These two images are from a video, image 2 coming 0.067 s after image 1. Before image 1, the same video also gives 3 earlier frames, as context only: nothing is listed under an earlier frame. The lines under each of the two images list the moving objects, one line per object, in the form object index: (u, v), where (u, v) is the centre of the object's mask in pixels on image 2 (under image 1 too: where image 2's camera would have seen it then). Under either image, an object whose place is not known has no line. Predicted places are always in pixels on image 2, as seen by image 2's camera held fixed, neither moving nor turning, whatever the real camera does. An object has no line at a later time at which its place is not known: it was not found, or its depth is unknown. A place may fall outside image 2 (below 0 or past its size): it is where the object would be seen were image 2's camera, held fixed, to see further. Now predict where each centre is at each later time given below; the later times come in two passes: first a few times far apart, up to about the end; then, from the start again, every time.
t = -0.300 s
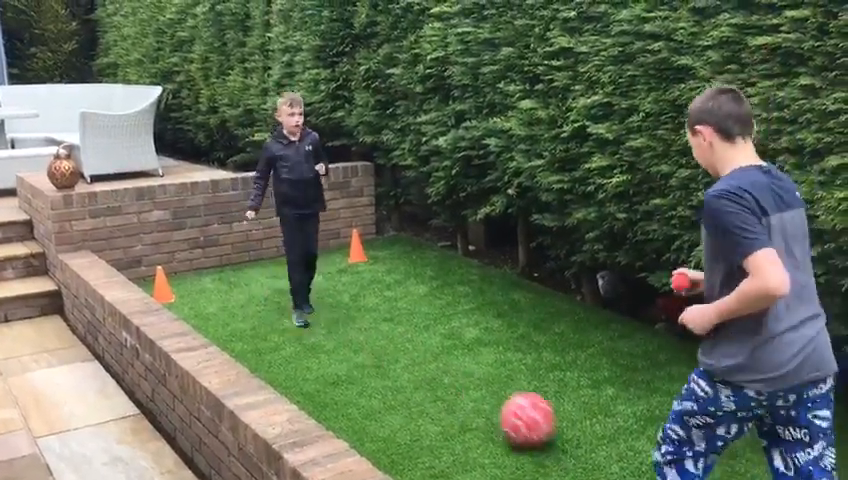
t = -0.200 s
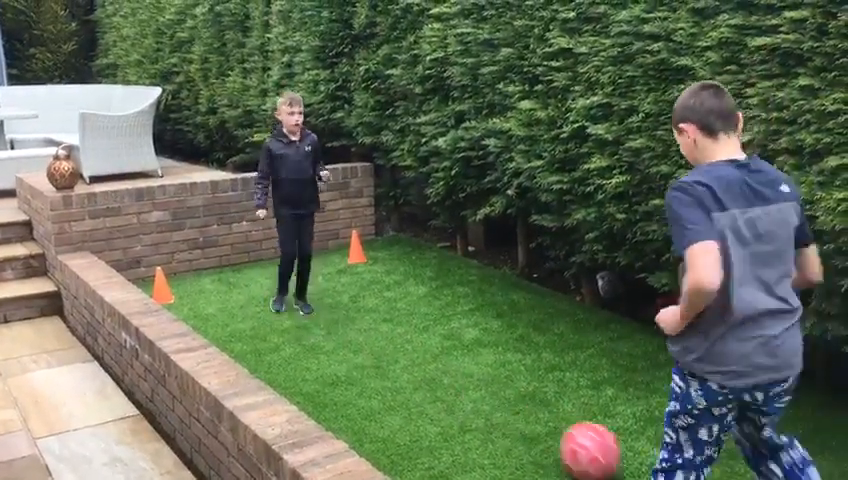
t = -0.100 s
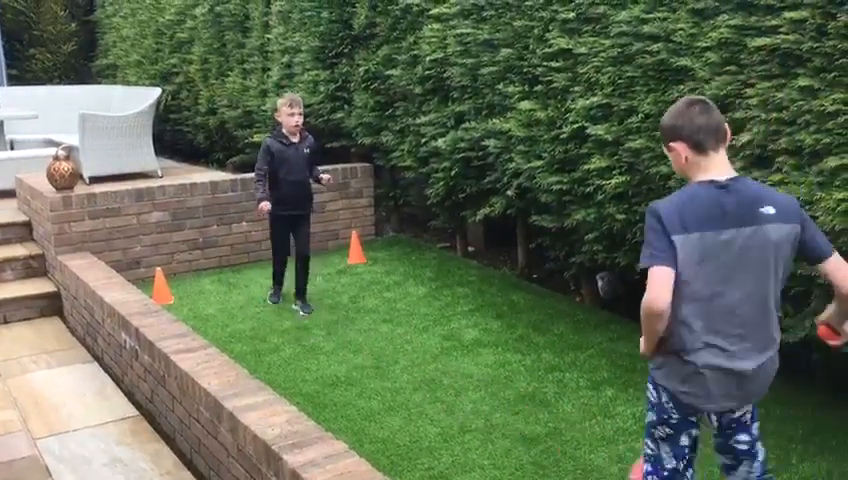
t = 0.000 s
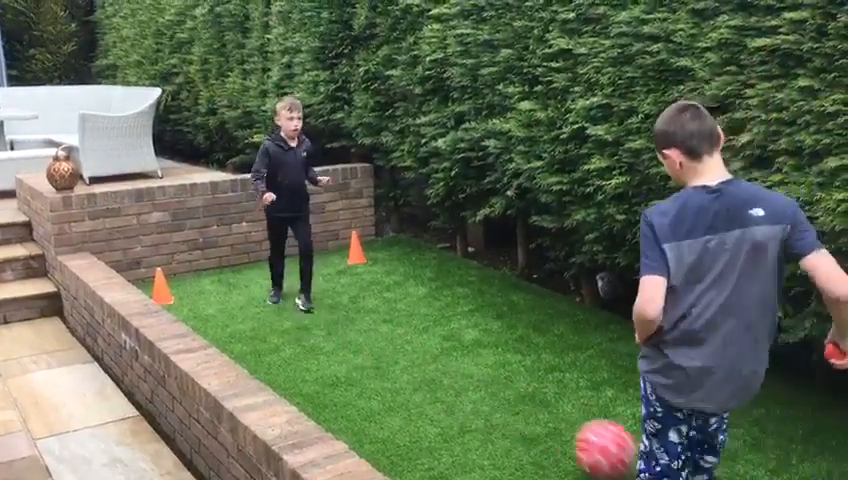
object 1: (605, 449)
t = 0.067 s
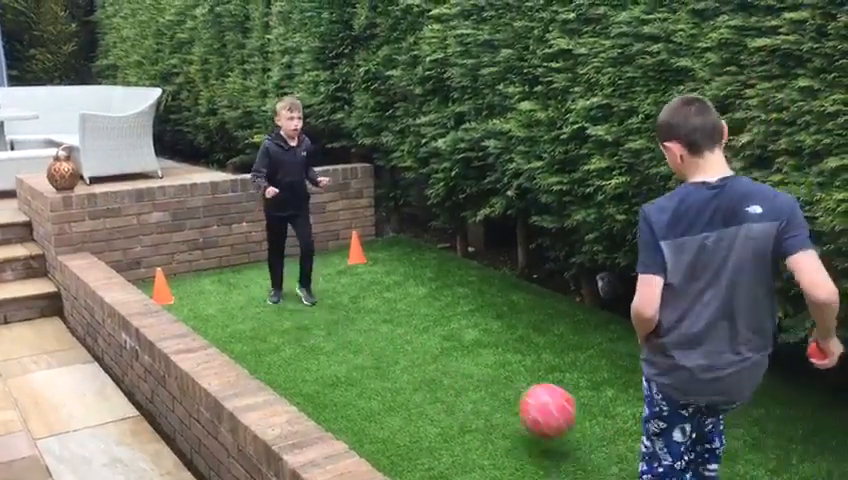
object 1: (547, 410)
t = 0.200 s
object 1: (451, 375)
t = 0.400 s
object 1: (367, 329)
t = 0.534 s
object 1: (326, 321)
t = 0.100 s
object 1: (521, 396)
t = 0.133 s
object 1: (496, 386)
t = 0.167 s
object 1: (473, 379)
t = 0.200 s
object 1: (451, 375)
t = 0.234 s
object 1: (431, 374)
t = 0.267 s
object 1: (415, 366)
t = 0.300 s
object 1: (403, 353)
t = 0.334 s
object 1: (390, 342)
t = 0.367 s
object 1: (378, 334)
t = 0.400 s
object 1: (367, 329)
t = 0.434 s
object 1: (356, 326)
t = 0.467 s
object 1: (345, 325)
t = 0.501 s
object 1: (336, 326)
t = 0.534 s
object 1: (326, 321)
